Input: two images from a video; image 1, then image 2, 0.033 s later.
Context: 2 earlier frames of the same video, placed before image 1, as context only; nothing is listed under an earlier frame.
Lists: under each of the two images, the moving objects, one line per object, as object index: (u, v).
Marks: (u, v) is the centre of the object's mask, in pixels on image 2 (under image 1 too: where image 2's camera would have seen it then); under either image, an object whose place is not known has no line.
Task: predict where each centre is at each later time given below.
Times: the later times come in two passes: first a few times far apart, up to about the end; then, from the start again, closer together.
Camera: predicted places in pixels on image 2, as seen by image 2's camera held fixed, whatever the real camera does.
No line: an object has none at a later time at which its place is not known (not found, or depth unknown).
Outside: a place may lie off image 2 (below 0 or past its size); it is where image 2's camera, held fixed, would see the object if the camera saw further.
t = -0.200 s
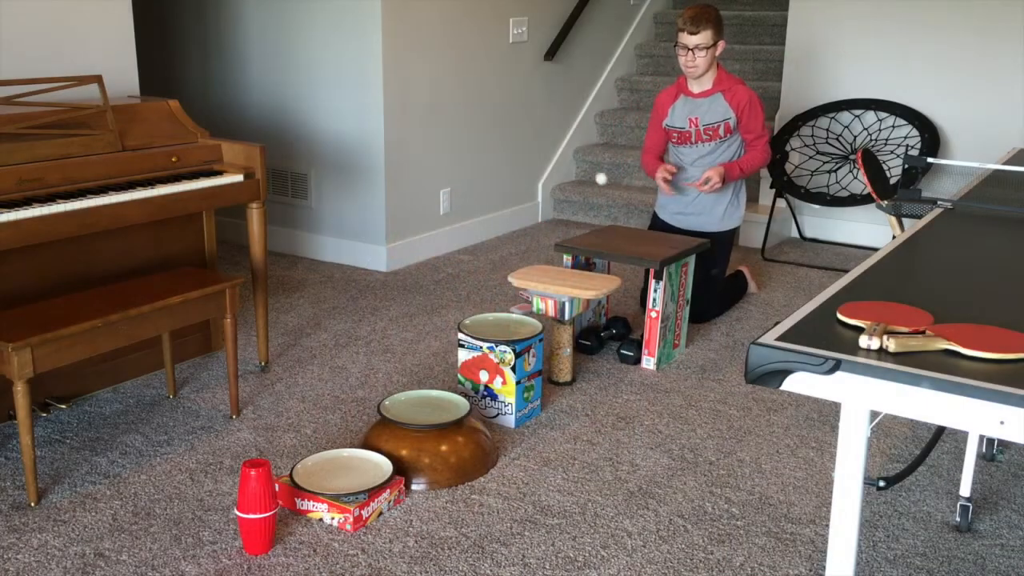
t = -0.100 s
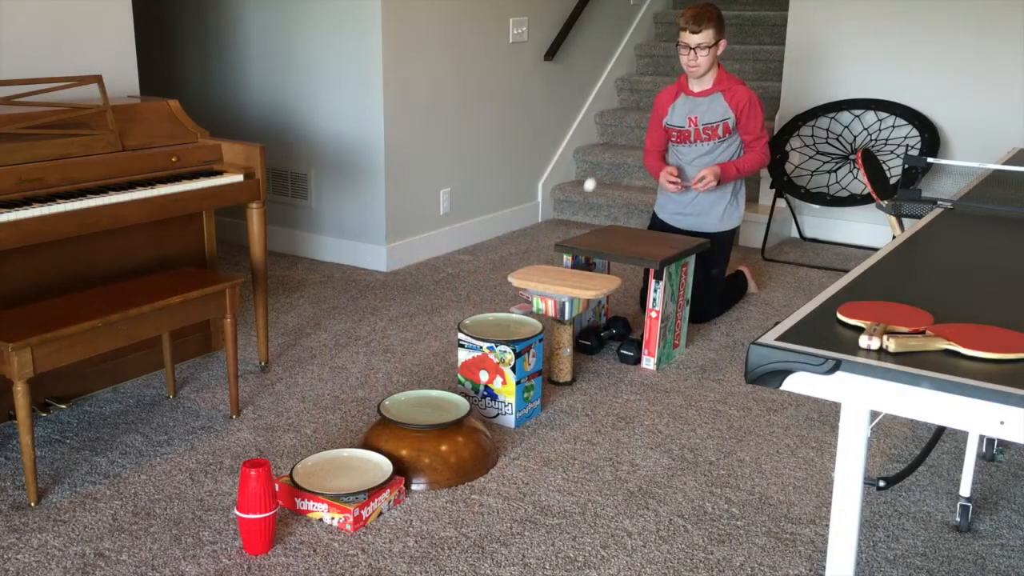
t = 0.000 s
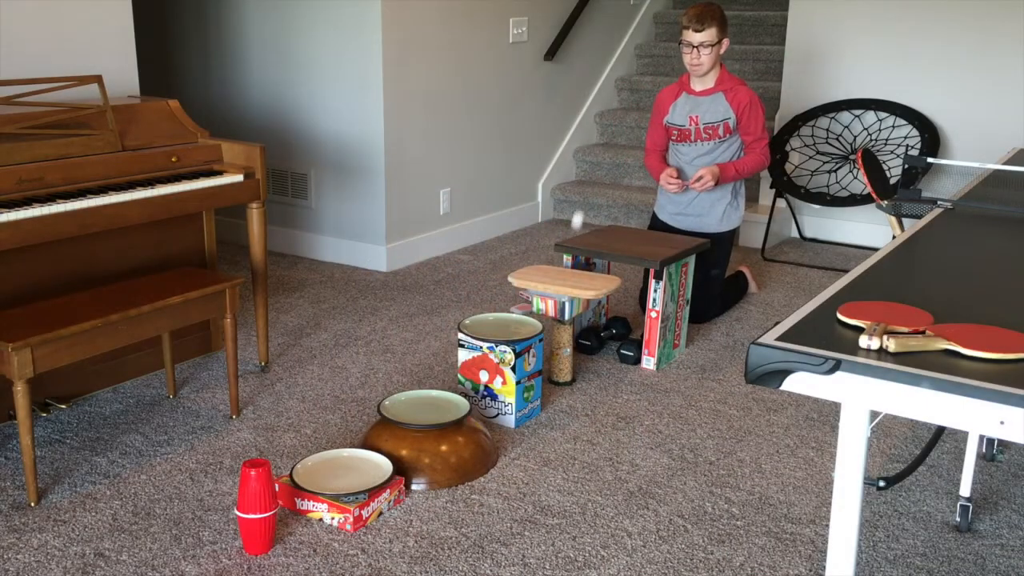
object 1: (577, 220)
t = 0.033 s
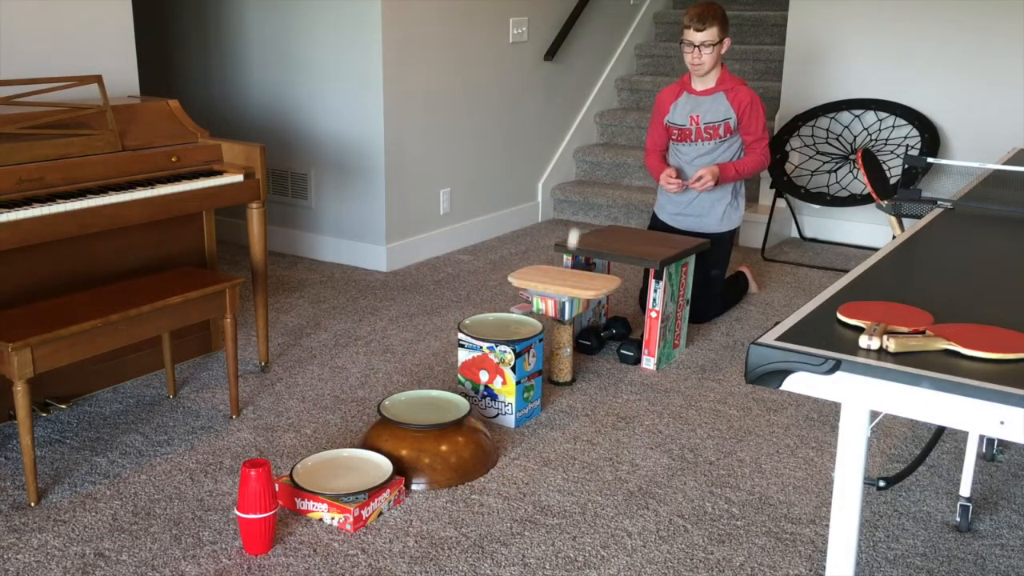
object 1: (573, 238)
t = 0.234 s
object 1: (548, 217)
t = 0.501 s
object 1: (508, 281)
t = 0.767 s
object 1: (472, 252)
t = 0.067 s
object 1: (569, 258)
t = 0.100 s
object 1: (565, 265)
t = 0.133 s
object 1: (560, 249)
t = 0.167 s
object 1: (556, 235)
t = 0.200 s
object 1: (552, 225)
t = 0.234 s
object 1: (548, 217)
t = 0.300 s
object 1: (538, 212)
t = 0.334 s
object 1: (533, 215)
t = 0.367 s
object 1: (528, 221)
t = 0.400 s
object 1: (524, 231)
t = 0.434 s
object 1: (519, 244)
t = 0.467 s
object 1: (514, 260)
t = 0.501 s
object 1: (508, 281)
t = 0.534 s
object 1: (504, 302)
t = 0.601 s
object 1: (494, 306)
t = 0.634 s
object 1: (491, 291)
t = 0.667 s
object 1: (486, 276)
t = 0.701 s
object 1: (481, 264)
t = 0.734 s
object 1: (477, 256)
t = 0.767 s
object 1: (472, 252)
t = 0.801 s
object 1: (467, 252)
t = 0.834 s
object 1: (462, 255)
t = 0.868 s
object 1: (458, 262)
